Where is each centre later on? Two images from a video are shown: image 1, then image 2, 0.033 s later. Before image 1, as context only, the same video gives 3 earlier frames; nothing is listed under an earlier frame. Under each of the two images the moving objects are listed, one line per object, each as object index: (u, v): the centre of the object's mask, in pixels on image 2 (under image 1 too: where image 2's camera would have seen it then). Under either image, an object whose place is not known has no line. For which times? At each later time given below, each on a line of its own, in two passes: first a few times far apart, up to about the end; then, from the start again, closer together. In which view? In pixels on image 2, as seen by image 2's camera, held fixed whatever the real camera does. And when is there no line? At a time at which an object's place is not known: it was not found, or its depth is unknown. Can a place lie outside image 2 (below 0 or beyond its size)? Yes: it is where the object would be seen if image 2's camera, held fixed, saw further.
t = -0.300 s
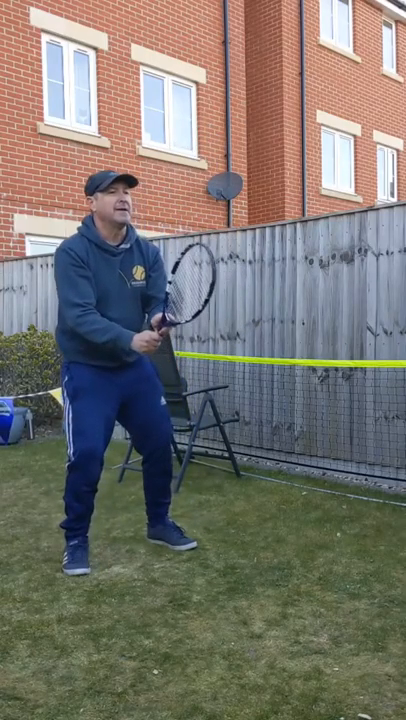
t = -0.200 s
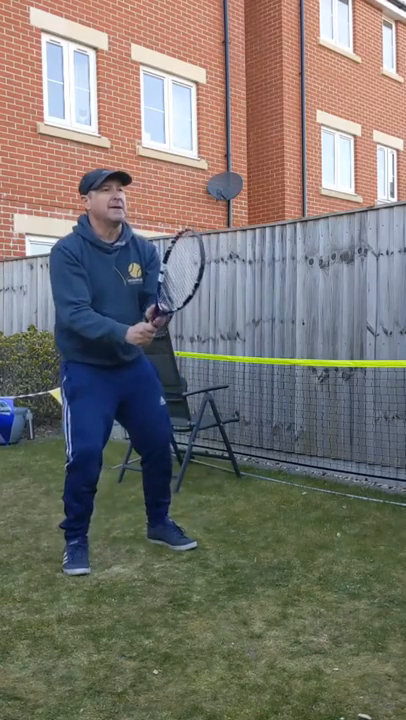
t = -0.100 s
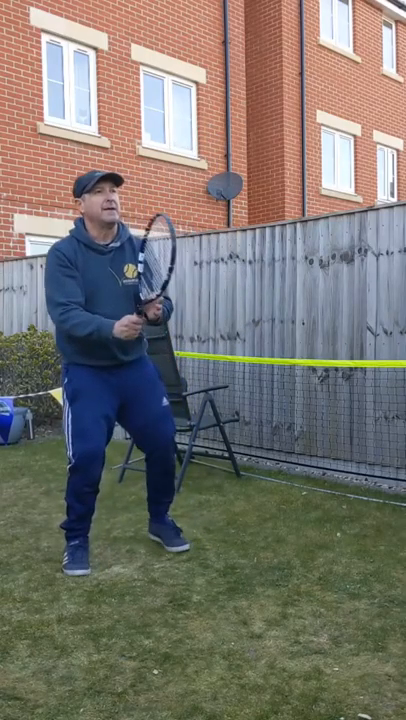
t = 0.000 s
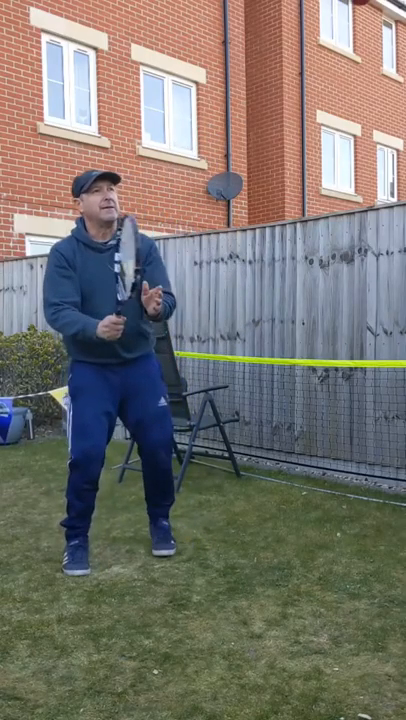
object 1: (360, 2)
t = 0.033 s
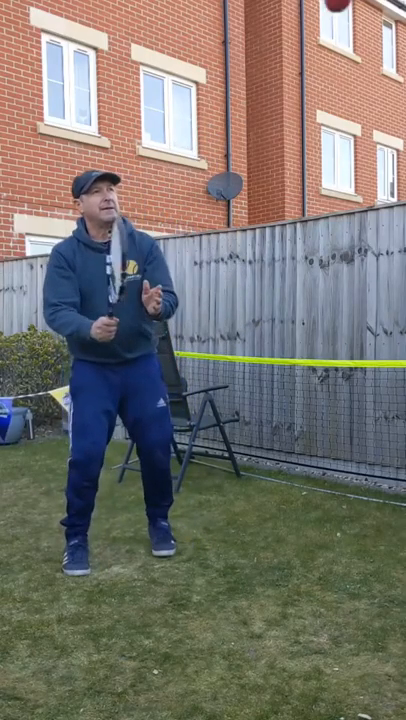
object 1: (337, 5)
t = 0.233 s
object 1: (219, 117)
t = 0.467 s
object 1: (122, 373)
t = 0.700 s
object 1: (57, 522)
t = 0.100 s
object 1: (293, 24)
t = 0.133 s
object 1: (273, 43)
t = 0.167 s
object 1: (255, 65)
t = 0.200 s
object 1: (237, 89)
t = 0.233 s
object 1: (219, 117)
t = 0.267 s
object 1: (202, 148)
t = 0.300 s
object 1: (186, 182)
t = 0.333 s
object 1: (171, 217)
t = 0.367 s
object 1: (158, 253)
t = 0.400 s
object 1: (145, 292)
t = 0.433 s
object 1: (133, 331)
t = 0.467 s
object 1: (122, 373)
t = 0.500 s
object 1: (110, 415)
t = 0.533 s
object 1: (99, 460)
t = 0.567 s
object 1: (89, 506)
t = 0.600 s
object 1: (78, 553)
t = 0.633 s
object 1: (70, 579)
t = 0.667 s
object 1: (63, 548)
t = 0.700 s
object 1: (57, 522)
